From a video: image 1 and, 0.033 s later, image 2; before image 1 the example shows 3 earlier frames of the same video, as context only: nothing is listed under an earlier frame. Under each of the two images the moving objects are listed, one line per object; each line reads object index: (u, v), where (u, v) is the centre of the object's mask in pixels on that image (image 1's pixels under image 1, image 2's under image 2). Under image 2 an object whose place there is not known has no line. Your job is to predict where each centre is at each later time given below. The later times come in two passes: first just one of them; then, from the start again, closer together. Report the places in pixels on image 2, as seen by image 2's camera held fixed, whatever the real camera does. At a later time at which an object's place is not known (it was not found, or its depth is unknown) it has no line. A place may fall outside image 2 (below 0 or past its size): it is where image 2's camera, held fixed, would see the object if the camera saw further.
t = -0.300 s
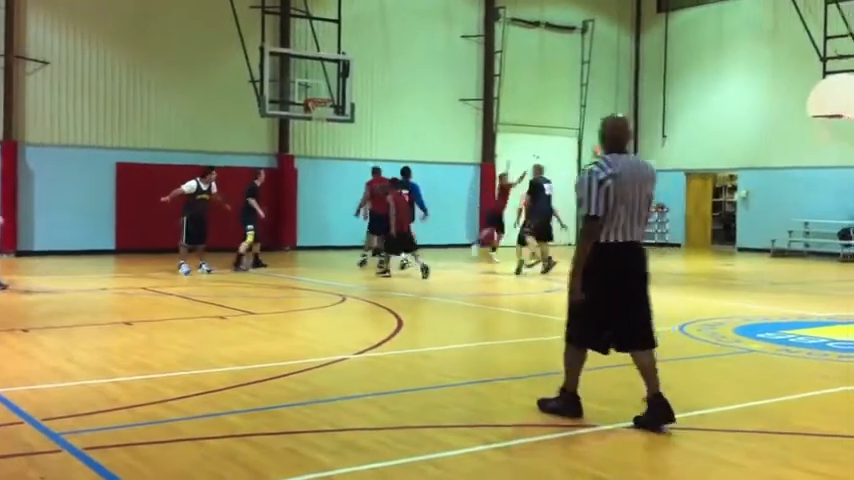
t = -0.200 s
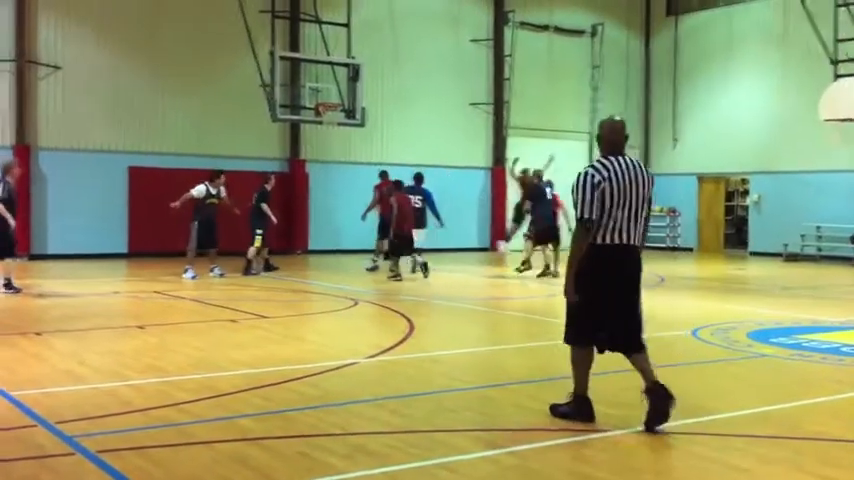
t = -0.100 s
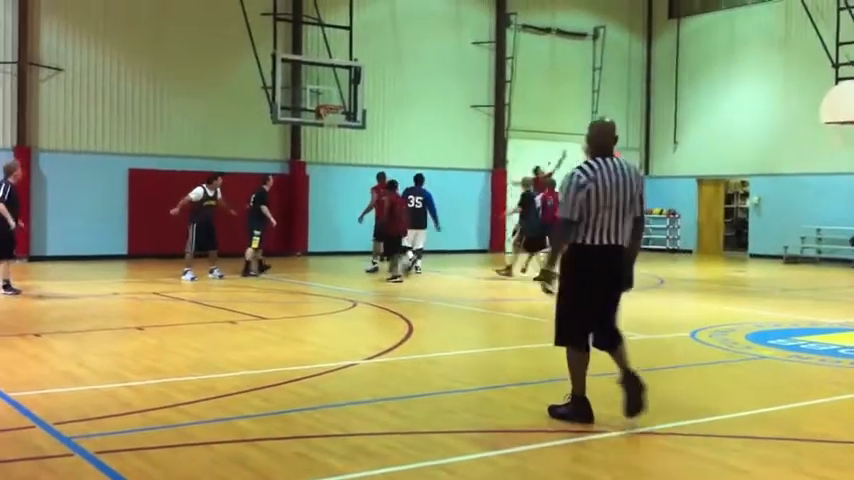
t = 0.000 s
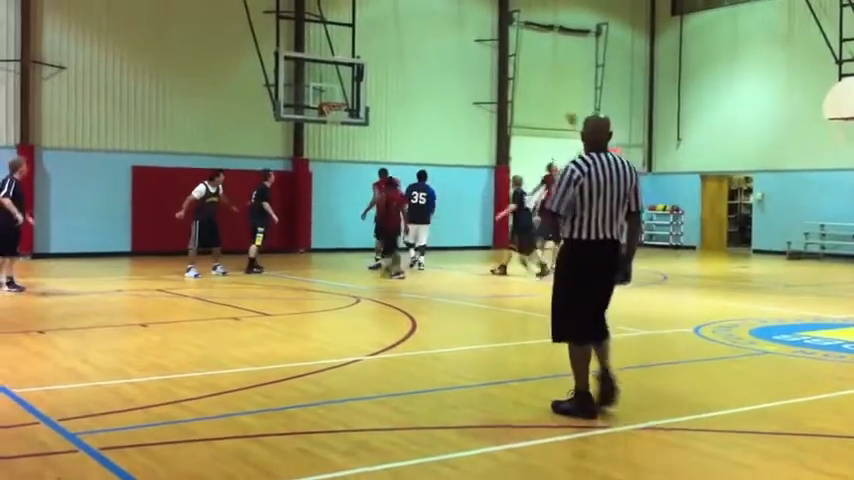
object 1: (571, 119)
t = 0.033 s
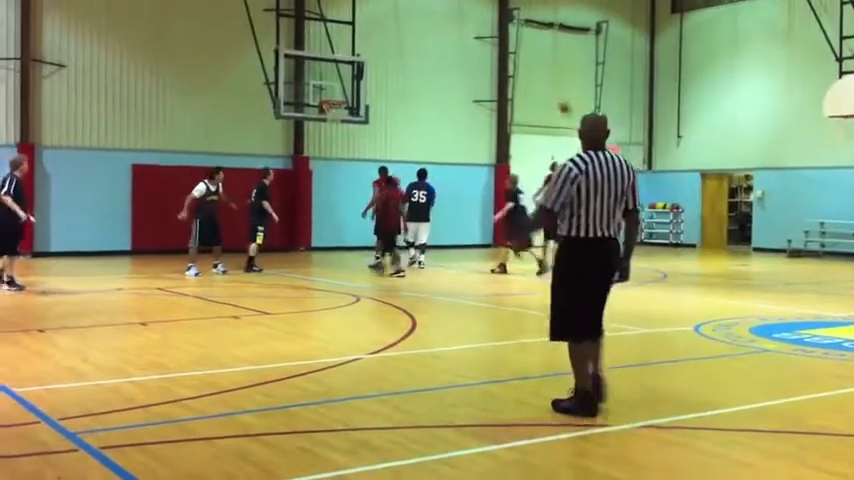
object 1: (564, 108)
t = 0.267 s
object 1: (515, 62)
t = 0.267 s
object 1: (515, 62)
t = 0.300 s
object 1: (510, 57)
